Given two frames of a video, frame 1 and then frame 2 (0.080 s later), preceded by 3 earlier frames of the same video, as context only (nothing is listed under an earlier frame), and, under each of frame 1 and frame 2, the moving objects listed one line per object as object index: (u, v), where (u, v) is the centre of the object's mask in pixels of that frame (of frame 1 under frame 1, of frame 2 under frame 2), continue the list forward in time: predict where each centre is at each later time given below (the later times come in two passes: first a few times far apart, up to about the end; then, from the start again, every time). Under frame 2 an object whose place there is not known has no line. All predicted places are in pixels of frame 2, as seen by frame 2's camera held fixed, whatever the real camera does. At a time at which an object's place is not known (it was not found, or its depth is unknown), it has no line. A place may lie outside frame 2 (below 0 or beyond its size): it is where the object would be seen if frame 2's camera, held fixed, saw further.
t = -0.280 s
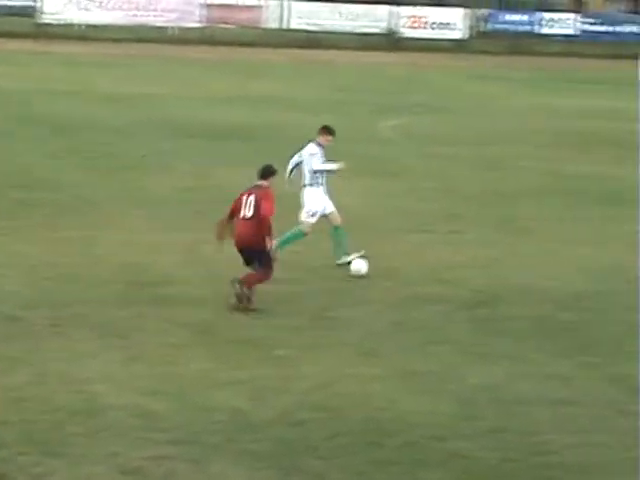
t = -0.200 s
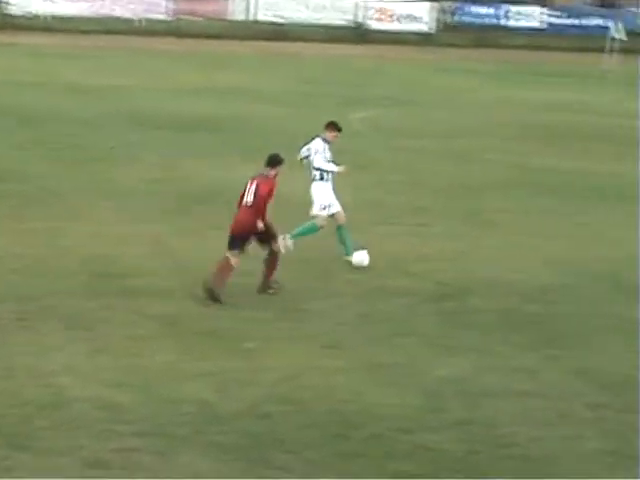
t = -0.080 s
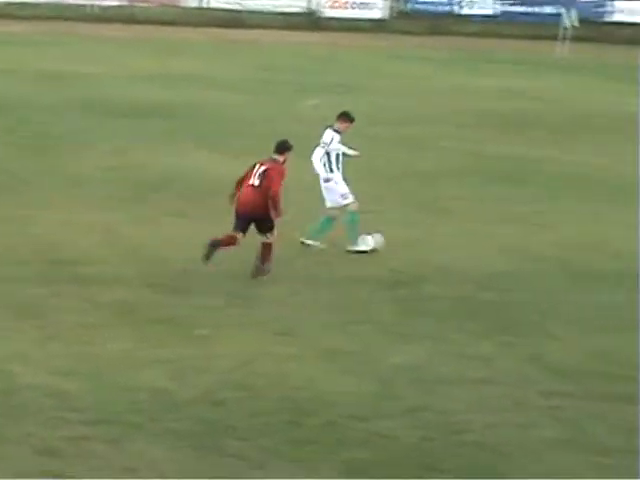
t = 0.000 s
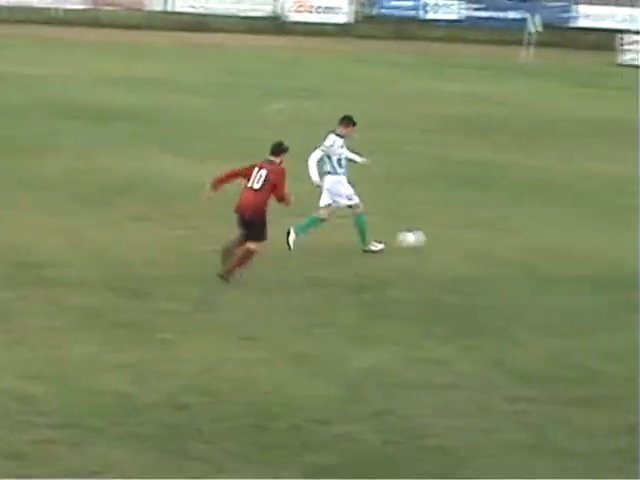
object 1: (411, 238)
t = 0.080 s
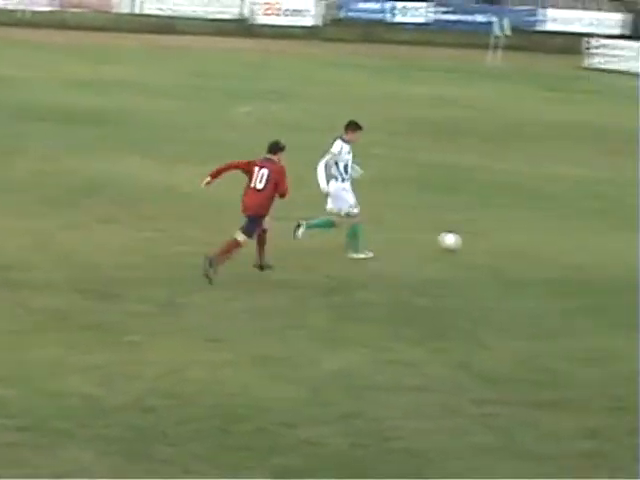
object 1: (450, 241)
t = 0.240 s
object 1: (568, 226)
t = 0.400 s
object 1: (669, 225)
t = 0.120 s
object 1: (482, 241)
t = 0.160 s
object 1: (511, 237)
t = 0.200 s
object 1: (540, 230)
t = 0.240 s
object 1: (568, 226)
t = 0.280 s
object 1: (595, 225)
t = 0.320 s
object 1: (619, 223)
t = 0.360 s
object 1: (644, 224)
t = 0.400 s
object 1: (669, 225)
